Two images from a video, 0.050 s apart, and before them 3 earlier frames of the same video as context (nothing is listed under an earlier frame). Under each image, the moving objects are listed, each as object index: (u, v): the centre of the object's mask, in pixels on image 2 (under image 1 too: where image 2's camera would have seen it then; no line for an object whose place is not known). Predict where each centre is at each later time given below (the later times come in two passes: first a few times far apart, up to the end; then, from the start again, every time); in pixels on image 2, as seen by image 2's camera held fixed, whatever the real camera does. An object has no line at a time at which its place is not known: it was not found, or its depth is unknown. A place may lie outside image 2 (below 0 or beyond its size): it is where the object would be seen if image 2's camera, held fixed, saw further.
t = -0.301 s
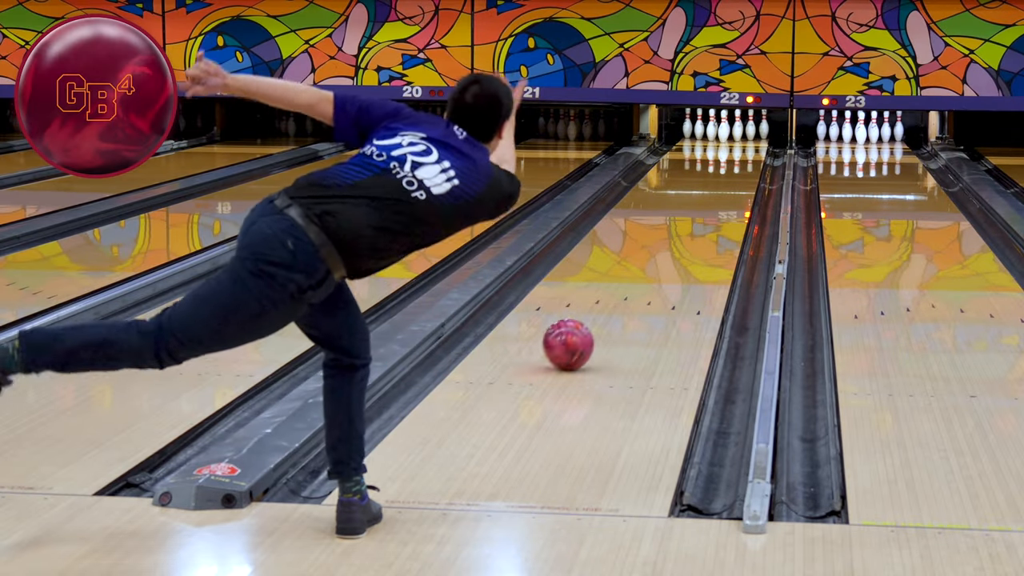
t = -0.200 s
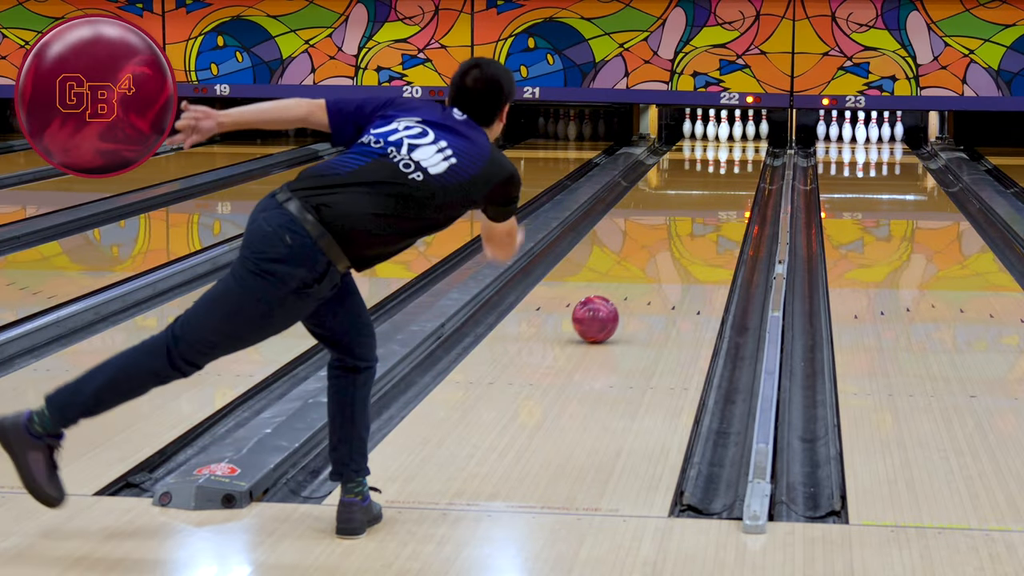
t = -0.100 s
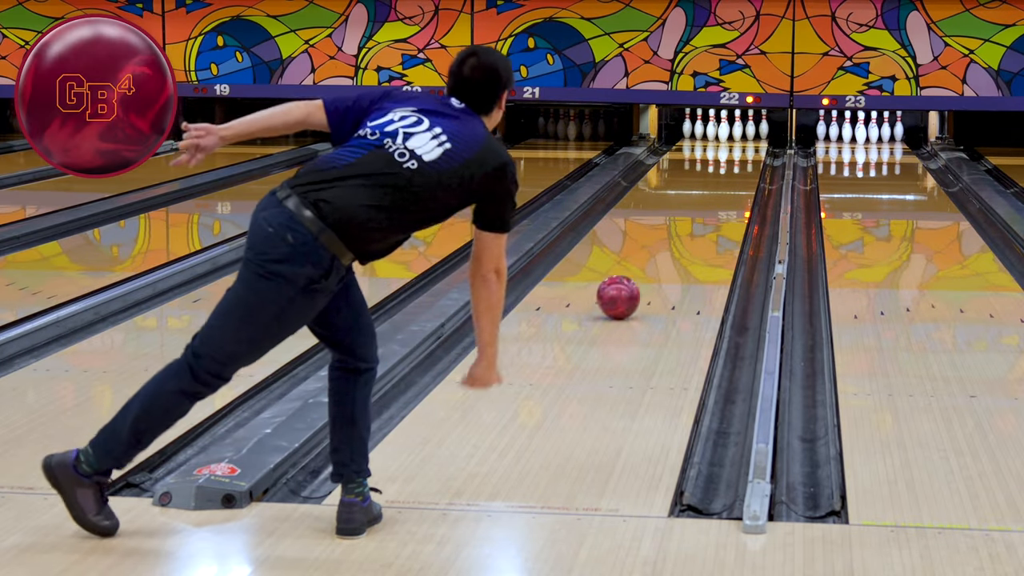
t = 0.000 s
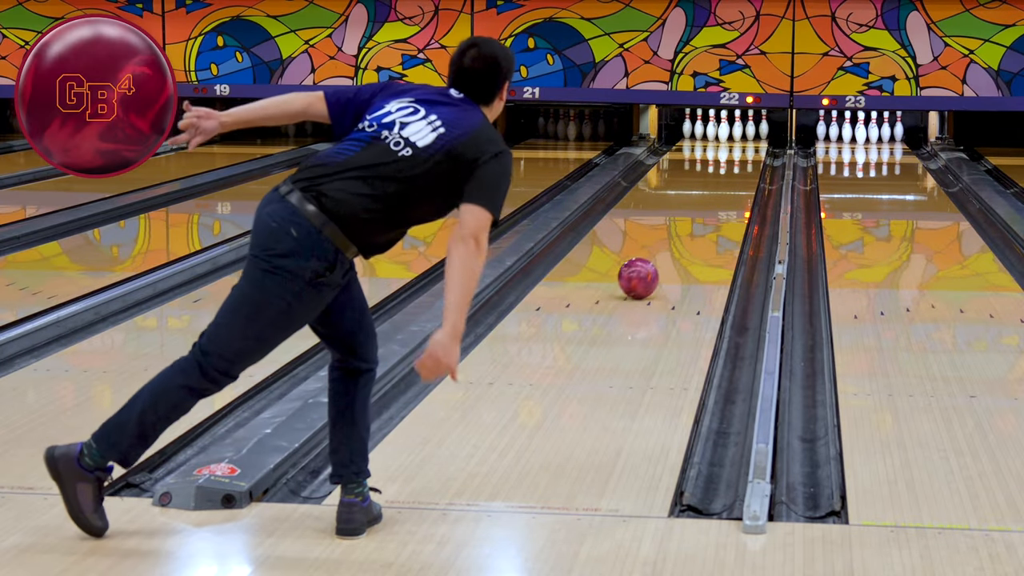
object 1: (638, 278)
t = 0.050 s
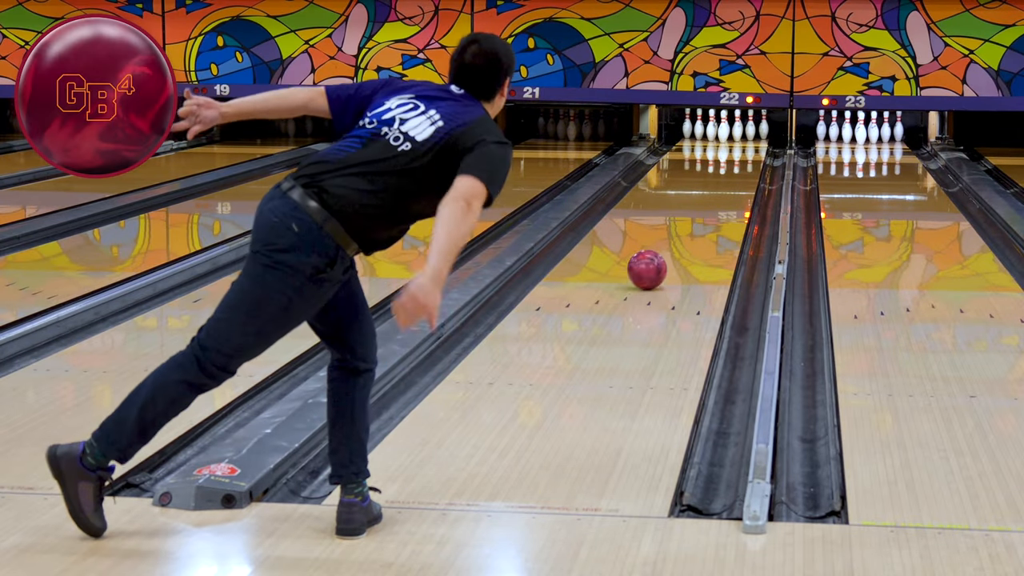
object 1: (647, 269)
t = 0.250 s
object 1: (676, 241)
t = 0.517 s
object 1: (705, 211)
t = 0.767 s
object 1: (725, 190)
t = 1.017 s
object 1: (738, 173)
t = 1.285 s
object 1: (745, 158)
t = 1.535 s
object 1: (745, 147)
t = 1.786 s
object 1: (738, 139)
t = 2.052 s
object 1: (734, 131)
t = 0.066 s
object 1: (650, 267)
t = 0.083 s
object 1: (652, 264)
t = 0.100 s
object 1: (655, 261)
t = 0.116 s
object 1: (657, 259)
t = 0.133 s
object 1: (660, 256)
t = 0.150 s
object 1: (663, 254)
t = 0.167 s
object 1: (665, 252)
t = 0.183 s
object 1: (667, 249)
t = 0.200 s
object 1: (670, 247)
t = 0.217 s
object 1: (672, 245)
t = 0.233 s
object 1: (674, 243)
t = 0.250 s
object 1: (676, 241)
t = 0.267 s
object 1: (679, 238)
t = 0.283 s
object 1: (681, 236)
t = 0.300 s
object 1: (683, 234)
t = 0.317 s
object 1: (685, 232)
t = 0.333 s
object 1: (687, 230)
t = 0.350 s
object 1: (689, 228)
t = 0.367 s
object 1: (691, 226)
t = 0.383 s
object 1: (692, 224)
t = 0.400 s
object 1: (694, 222)
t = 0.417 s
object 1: (696, 221)
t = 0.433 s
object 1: (697, 219)
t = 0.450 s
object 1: (699, 217)
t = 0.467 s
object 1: (701, 215)
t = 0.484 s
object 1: (702, 214)
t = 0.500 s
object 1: (704, 212)
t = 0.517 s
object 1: (705, 211)
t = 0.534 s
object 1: (707, 209)
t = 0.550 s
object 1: (708, 207)
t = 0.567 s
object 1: (710, 206)
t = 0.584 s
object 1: (711, 204)
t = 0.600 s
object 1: (713, 203)
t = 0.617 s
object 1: (714, 201)
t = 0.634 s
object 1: (715, 200)
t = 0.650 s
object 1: (716, 199)
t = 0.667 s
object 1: (718, 197)
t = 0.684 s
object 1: (719, 196)
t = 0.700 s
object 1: (720, 195)
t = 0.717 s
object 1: (721, 193)
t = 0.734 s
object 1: (723, 192)
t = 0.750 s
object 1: (724, 191)
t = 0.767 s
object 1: (725, 190)
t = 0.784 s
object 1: (726, 189)
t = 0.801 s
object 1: (727, 187)
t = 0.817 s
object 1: (728, 186)
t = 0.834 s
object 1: (729, 185)
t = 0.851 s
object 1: (730, 184)
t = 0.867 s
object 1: (731, 182)
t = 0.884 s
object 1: (732, 181)
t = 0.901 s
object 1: (732, 180)
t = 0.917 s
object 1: (733, 179)
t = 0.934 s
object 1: (734, 178)
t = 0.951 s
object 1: (735, 177)
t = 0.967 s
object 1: (736, 176)
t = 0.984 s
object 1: (737, 175)
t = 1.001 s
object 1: (737, 174)
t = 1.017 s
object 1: (738, 173)
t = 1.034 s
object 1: (739, 172)
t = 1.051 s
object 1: (739, 171)
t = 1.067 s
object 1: (740, 170)
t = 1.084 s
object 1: (741, 169)
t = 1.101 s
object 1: (741, 168)
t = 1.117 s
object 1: (741, 167)
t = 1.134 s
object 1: (742, 166)
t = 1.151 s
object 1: (742, 166)
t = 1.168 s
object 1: (743, 164)
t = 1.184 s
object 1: (743, 163)
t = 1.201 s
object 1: (744, 162)
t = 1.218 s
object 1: (744, 162)
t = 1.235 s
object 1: (744, 161)
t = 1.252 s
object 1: (745, 160)
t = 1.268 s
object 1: (745, 159)
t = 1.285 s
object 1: (745, 158)
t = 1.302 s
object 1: (746, 158)
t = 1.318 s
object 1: (746, 157)
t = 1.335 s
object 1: (746, 156)
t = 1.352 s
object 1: (746, 155)
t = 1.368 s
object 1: (746, 154)
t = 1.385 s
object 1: (746, 154)
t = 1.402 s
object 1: (747, 153)
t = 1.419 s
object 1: (747, 152)
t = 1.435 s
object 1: (747, 151)
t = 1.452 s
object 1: (746, 151)
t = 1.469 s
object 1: (746, 150)
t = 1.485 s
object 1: (746, 149)
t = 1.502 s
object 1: (746, 149)
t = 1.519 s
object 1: (746, 148)
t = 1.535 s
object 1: (745, 147)
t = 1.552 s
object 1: (745, 147)
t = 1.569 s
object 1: (745, 146)
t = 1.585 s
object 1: (744, 145)
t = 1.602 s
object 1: (744, 145)
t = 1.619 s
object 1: (743, 144)
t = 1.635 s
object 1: (743, 143)
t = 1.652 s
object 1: (742, 143)
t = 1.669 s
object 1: (742, 142)
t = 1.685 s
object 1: (741, 142)
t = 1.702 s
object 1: (741, 141)
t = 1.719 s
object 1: (740, 141)
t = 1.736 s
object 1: (739, 140)
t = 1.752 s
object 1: (739, 140)
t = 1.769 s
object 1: (738, 139)
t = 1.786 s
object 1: (738, 139)
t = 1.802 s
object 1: (737, 138)
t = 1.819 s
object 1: (736, 138)
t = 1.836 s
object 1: (735, 137)
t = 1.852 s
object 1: (734, 137)
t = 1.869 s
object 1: (734, 136)
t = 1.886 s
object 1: (733, 135)
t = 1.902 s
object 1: (733, 135)
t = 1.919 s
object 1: (732, 134)
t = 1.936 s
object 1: (732, 134)
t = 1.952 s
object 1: (733, 134)
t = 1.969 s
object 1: (733, 134)
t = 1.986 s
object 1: (733, 133)
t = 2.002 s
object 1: (733, 133)
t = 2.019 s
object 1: (733, 133)
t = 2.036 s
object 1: (734, 132)
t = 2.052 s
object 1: (734, 131)
